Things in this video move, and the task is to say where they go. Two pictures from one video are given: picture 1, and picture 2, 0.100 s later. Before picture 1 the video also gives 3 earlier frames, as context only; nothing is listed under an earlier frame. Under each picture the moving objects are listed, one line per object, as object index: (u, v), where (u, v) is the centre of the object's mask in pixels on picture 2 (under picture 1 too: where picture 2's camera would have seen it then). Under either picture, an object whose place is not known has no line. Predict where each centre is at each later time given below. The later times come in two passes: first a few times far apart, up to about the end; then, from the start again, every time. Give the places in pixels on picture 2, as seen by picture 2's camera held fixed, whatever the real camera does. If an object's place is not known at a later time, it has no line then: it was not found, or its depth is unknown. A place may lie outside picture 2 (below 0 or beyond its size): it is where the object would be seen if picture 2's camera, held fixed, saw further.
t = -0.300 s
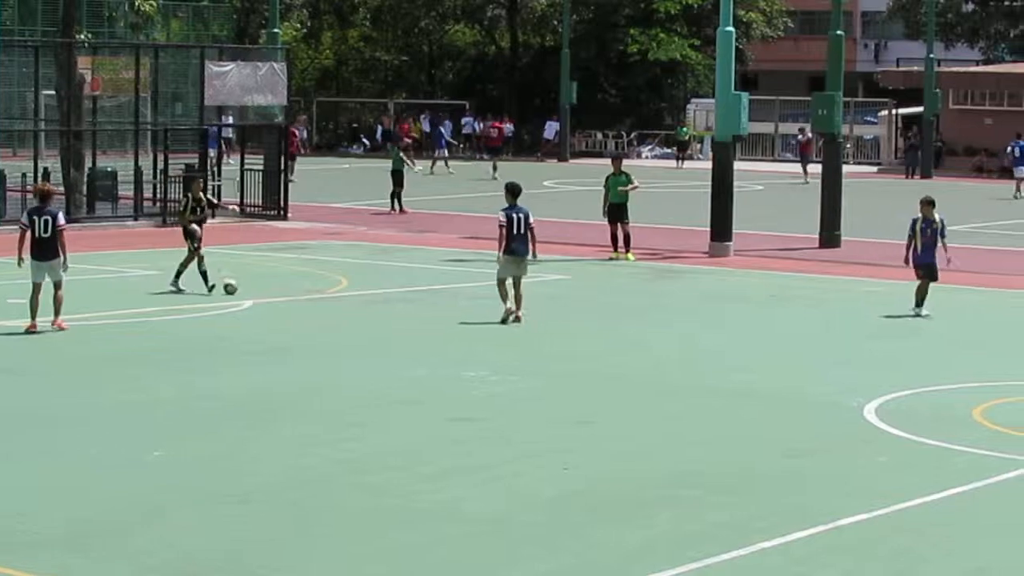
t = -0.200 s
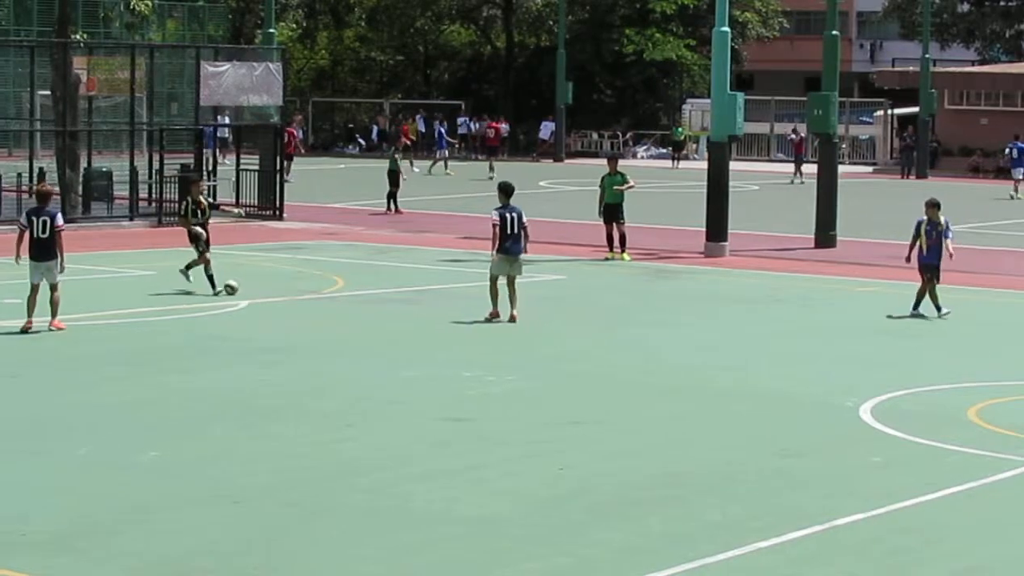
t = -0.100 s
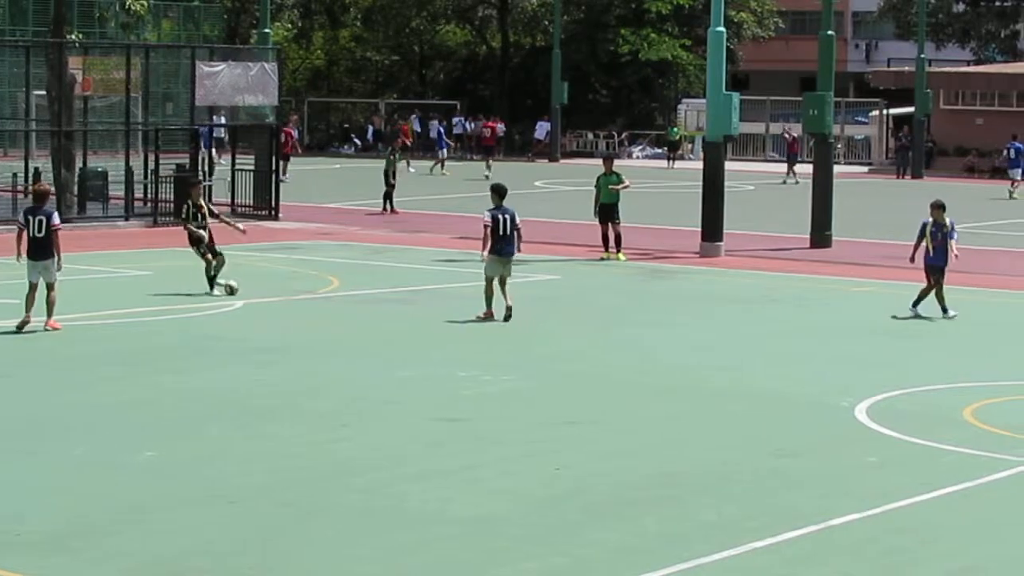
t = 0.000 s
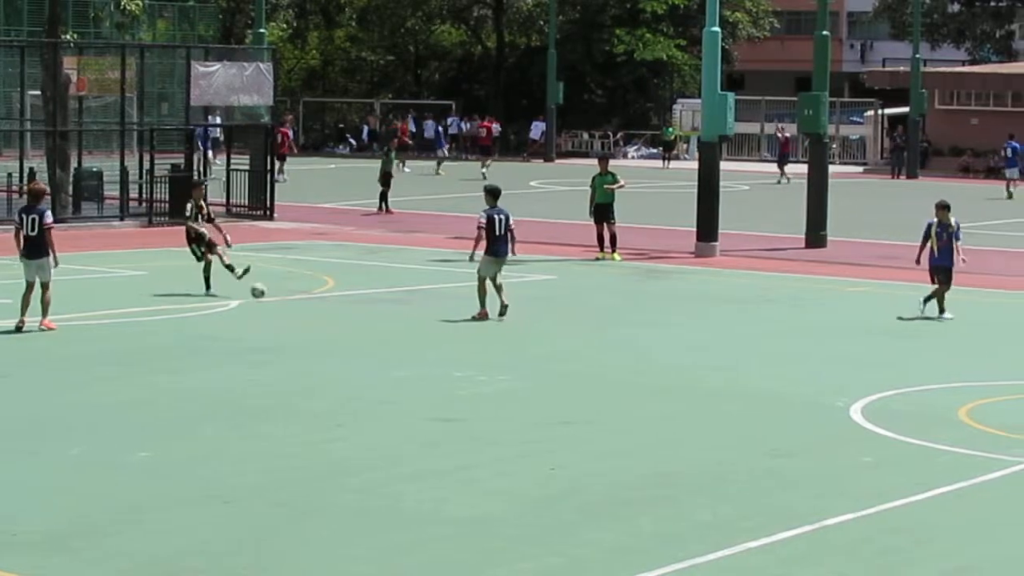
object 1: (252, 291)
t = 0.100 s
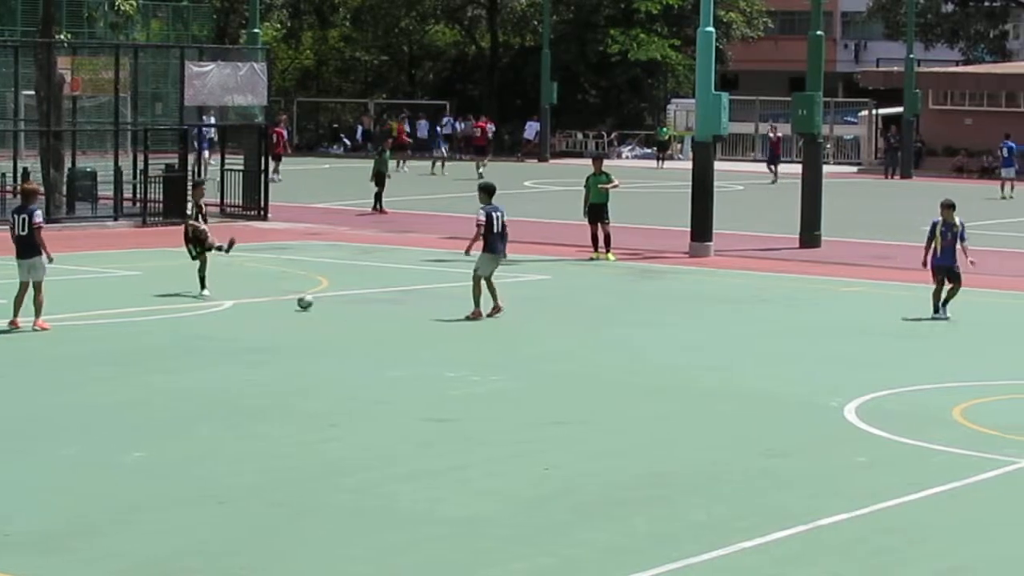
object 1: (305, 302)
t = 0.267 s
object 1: (392, 319)
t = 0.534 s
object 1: (526, 345)
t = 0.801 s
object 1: (652, 368)
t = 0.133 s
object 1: (322, 306)
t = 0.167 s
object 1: (339, 307)
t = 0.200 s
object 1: (356, 311)
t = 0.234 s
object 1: (375, 314)
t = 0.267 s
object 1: (392, 319)
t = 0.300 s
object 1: (409, 322)
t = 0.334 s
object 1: (426, 325)
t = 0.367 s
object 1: (443, 329)
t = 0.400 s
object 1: (460, 333)
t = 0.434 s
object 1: (477, 335)
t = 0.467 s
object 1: (493, 338)
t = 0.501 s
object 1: (510, 342)
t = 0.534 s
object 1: (526, 345)
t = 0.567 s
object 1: (541, 348)
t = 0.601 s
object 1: (557, 352)
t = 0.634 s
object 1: (573, 354)
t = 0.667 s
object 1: (588, 355)
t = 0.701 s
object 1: (603, 359)
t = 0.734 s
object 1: (619, 363)
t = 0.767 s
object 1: (635, 367)
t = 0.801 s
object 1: (652, 368)
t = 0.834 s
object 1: (667, 370)
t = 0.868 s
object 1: (684, 374)
